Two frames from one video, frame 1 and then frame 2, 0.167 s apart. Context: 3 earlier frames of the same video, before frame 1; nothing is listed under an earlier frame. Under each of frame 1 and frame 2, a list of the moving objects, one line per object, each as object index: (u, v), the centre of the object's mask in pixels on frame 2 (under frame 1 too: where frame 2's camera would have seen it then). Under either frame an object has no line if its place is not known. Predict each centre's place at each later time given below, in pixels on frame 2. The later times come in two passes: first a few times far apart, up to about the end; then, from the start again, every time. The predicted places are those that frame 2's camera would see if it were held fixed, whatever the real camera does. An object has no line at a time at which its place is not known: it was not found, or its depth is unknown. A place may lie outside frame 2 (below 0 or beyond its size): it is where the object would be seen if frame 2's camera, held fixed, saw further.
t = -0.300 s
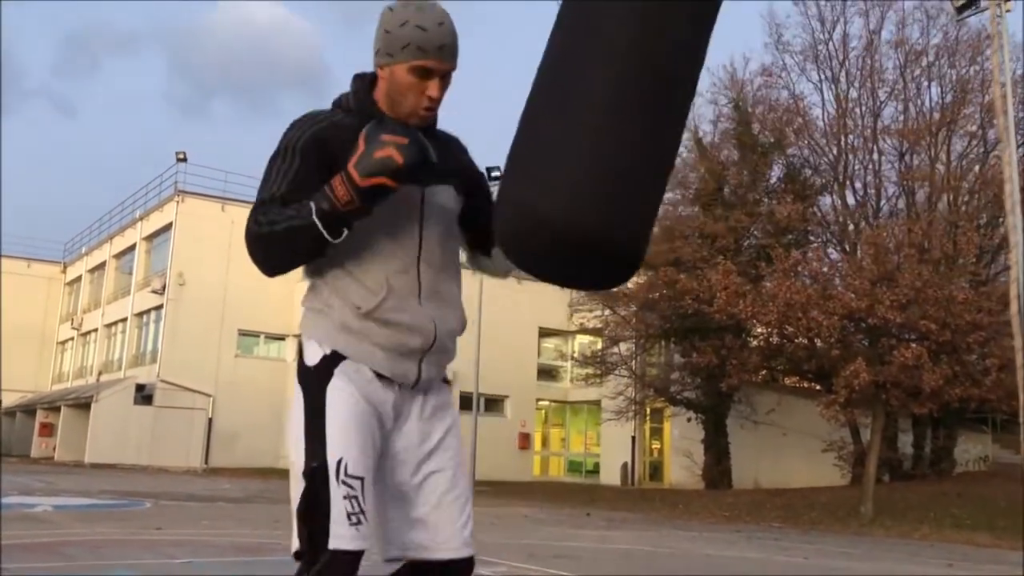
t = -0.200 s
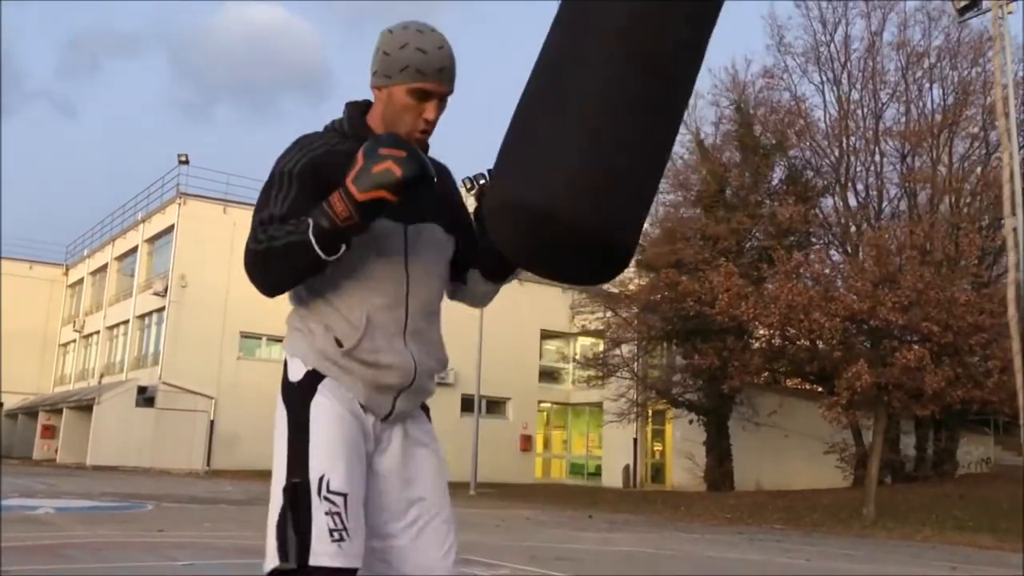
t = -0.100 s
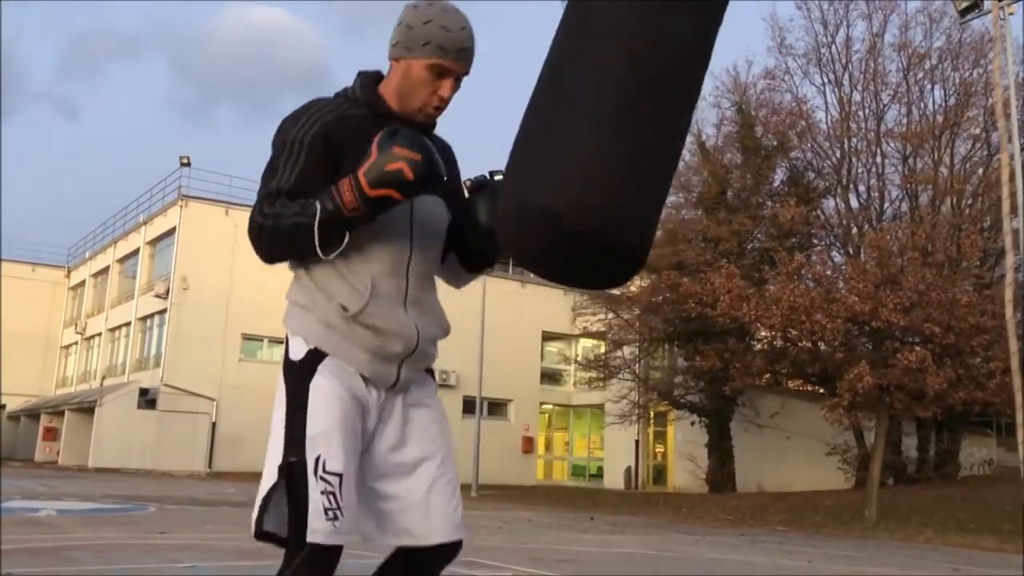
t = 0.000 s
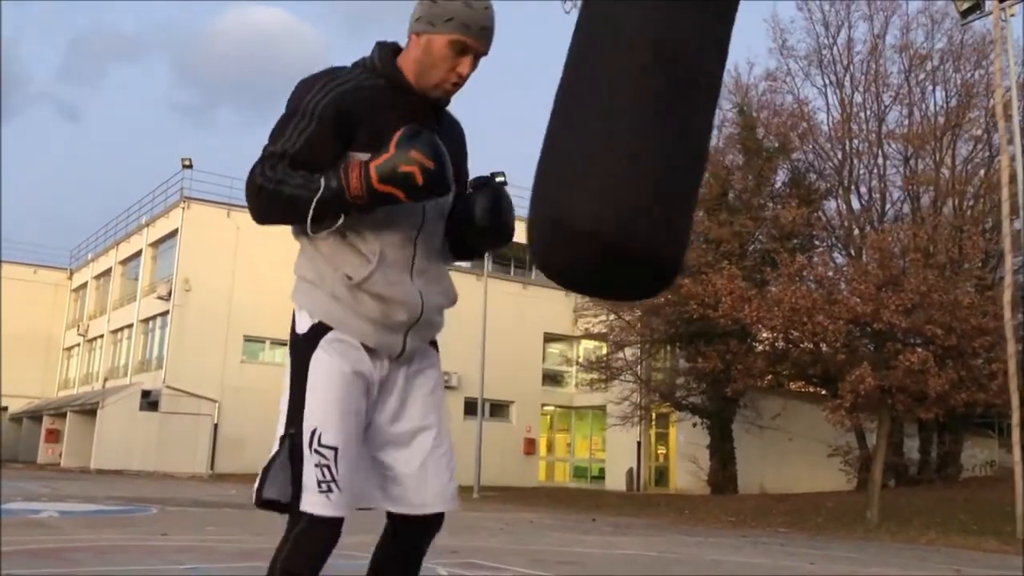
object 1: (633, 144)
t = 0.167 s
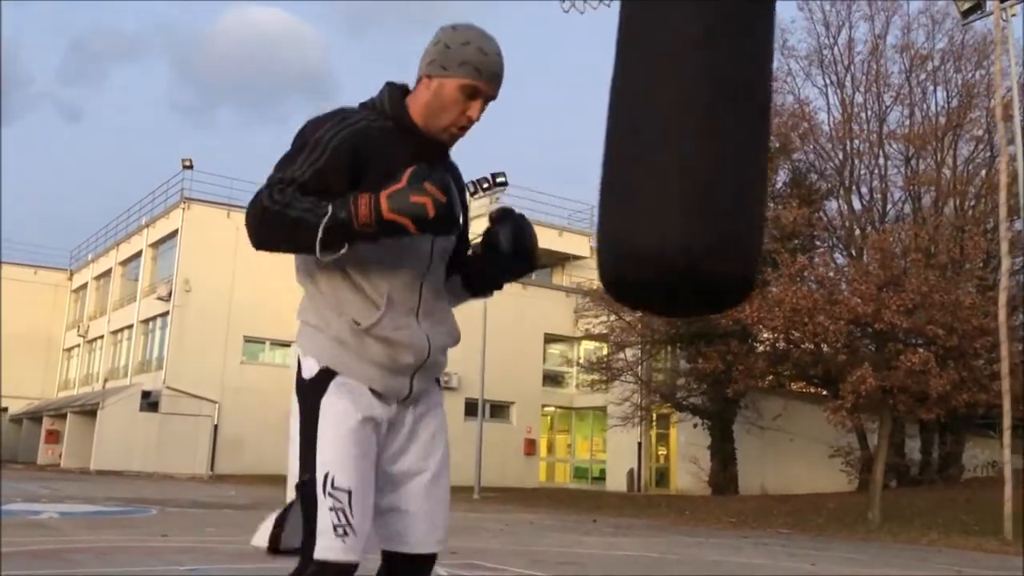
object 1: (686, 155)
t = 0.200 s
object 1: (699, 157)
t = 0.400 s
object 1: (773, 166)
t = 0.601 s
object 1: (833, 167)
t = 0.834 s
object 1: (864, 168)
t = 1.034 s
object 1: (856, 169)
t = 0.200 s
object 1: (699, 157)
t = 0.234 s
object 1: (711, 159)
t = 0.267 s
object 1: (723, 160)
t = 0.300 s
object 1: (735, 164)
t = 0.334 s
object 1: (747, 165)
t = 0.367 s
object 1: (761, 166)
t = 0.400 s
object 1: (773, 166)
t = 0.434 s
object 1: (786, 167)
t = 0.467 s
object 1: (797, 167)
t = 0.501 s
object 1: (806, 167)
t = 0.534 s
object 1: (815, 167)
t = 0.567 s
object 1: (826, 166)
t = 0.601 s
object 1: (833, 167)
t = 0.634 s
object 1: (839, 166)
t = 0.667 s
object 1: (847, 166)
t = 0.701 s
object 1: (854, 166)
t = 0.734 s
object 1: (860, 166)
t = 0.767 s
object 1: (863, 167)
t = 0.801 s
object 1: (863, 168)
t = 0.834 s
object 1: (864, 168)
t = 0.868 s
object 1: (865, 168)
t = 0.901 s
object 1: (865, 168)
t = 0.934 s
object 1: (864, 168)
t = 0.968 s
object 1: (862, 168)
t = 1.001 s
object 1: (859, 168)
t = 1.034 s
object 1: (856, 169)
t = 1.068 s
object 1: (851, 168)
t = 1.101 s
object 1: (846, 169)
